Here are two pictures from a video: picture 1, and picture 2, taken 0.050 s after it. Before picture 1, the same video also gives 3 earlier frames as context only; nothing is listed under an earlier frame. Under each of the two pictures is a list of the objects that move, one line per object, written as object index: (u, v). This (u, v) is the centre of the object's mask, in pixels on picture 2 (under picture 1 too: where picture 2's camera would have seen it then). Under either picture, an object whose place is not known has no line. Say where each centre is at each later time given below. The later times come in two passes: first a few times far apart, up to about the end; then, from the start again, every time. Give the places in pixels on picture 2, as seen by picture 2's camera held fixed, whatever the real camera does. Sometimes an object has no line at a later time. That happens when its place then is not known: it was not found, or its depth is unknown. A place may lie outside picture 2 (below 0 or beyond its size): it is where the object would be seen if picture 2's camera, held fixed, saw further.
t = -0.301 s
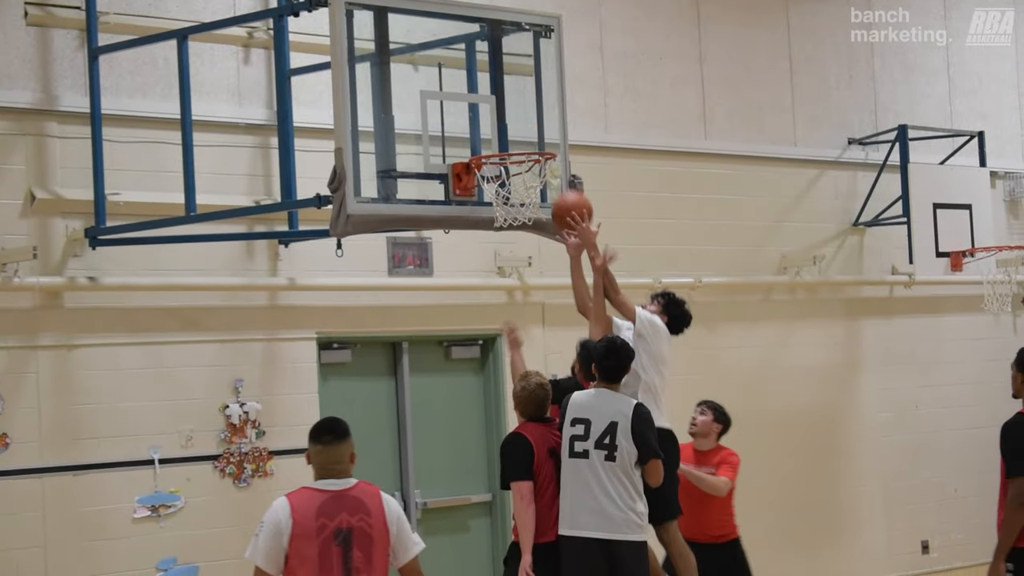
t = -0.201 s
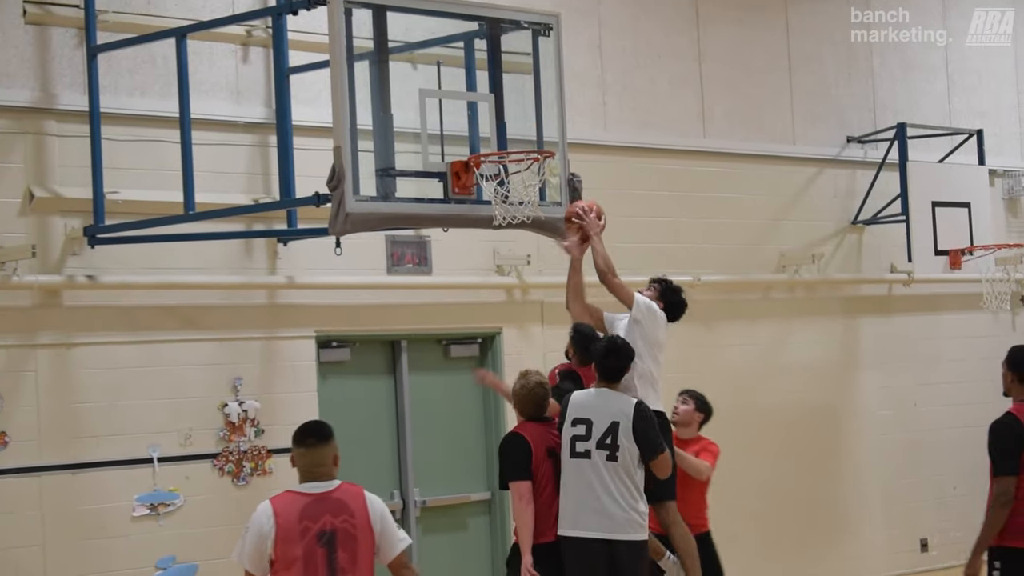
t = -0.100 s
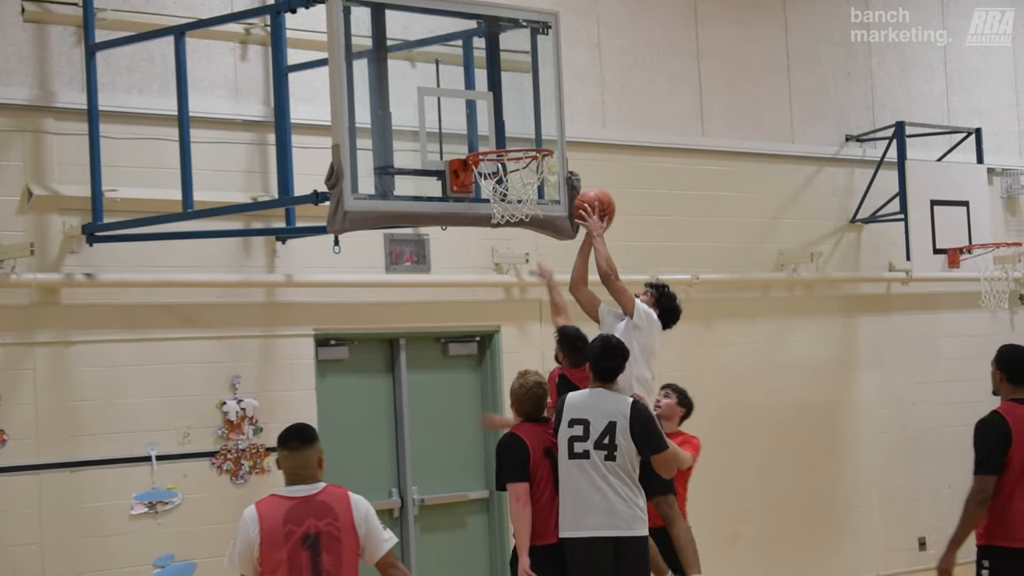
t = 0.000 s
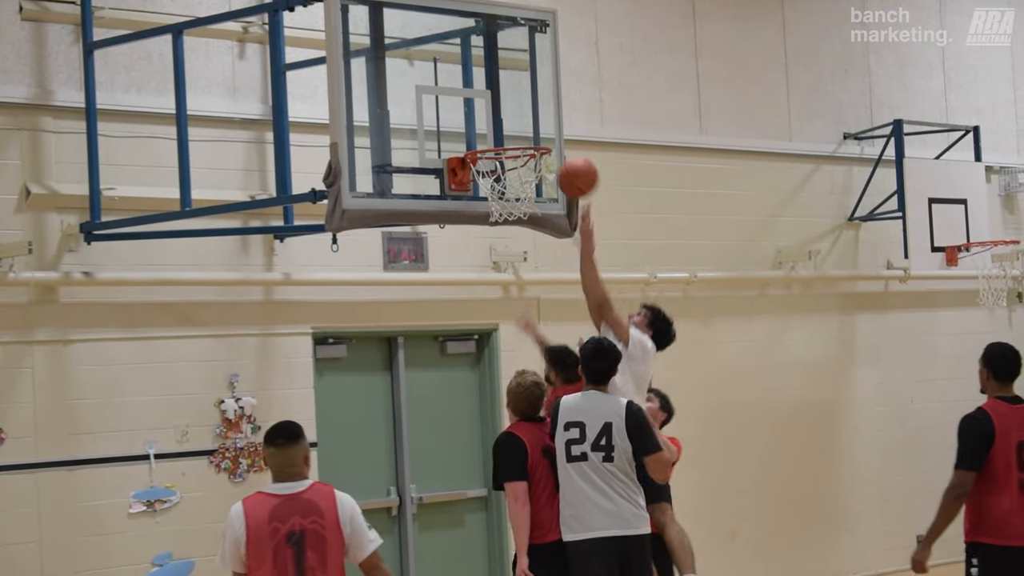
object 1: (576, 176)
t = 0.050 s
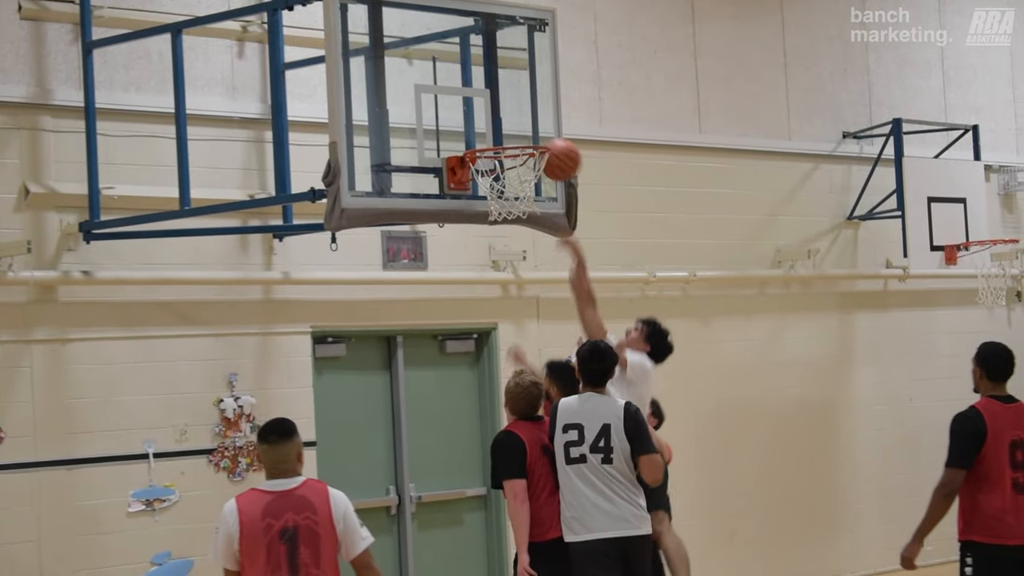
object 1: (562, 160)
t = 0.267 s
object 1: (499, 131)
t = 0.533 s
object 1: (477, 132)
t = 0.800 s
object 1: (474, 132)
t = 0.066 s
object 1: (558, 154)
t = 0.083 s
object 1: (554, 149)
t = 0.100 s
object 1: (548, 143)
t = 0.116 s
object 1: (541, 138)
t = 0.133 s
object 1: (534, 134)
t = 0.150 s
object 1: (528, 133)
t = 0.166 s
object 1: (523, 132)
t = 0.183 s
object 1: (518, 132)
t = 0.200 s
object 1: (513, 132)
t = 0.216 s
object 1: (508, 131)
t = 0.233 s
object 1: (505, 131)
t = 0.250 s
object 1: (502, 131)
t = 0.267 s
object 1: (499, 131)
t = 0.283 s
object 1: (496, 131)
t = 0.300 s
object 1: (494, 131)
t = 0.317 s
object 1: (492, 131)
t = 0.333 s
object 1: (491, 131)
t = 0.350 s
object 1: (489, 132)
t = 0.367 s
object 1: (488, 132)
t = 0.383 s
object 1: (486, 132)
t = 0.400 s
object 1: (484, 132)
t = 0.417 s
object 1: (482, 132)
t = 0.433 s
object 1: (481, 132)
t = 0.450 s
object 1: (479, 132)
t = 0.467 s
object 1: (478, 132)
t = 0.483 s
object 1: (478, 132)
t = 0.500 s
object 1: (478, 132)
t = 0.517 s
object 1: (477, 132)
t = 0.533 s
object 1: (477, 132)
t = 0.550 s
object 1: (477, 132)
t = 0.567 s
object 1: (476, 132)
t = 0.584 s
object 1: (476, 132)
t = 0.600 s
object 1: (476, 132)
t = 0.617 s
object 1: (476, 132)
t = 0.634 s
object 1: (475, 132)
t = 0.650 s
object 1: (475, 132)
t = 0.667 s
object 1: (475, 132)
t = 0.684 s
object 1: (475, 132)
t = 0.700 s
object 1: (474, 132)
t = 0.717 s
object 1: (474, 132)
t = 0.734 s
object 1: (474, 132)
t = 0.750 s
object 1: (474, 132)
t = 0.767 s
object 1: (474, 132)
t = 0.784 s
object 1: (474, 132)
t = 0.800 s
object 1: (474, 132)
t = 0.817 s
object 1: (474, 132)
